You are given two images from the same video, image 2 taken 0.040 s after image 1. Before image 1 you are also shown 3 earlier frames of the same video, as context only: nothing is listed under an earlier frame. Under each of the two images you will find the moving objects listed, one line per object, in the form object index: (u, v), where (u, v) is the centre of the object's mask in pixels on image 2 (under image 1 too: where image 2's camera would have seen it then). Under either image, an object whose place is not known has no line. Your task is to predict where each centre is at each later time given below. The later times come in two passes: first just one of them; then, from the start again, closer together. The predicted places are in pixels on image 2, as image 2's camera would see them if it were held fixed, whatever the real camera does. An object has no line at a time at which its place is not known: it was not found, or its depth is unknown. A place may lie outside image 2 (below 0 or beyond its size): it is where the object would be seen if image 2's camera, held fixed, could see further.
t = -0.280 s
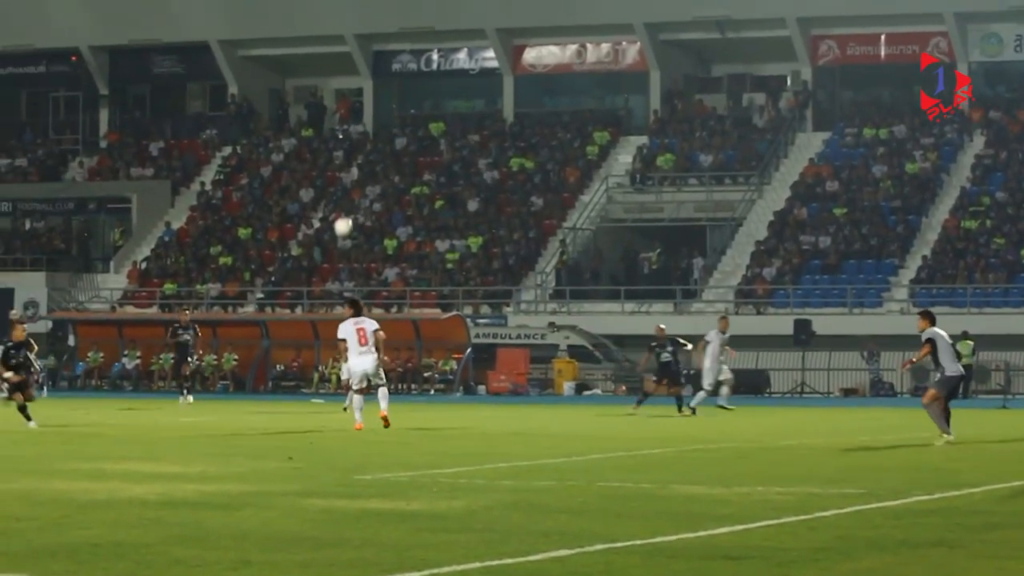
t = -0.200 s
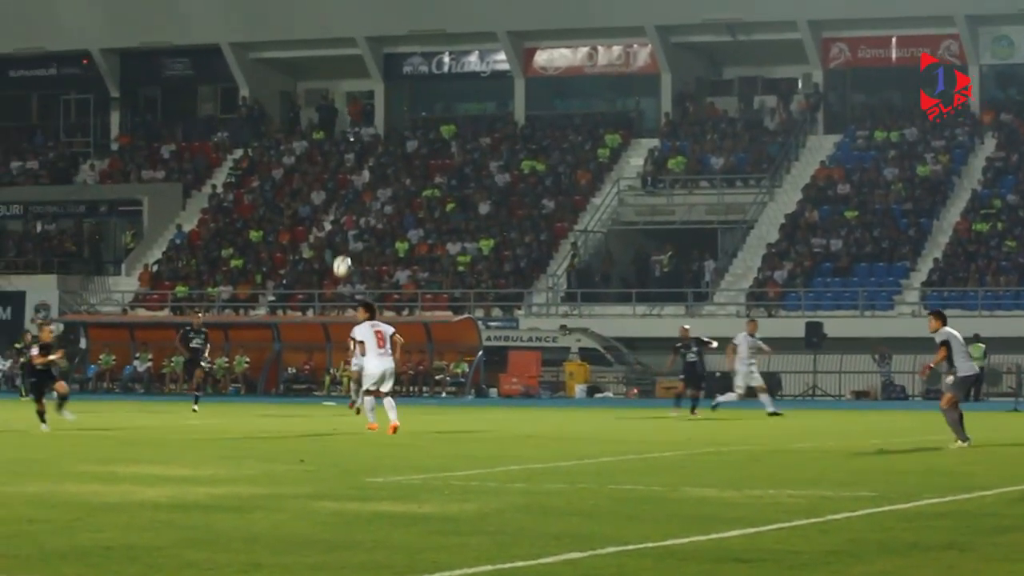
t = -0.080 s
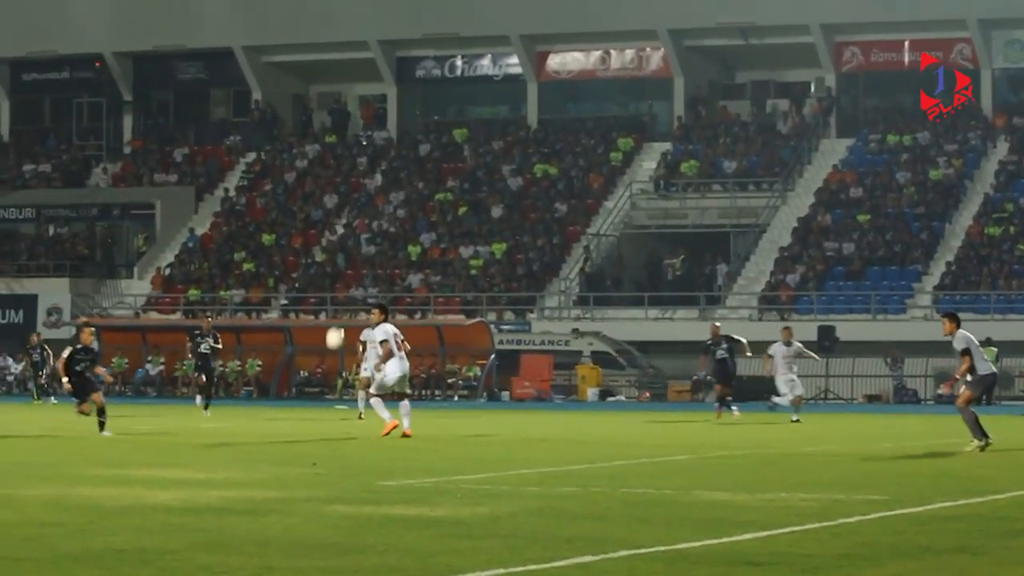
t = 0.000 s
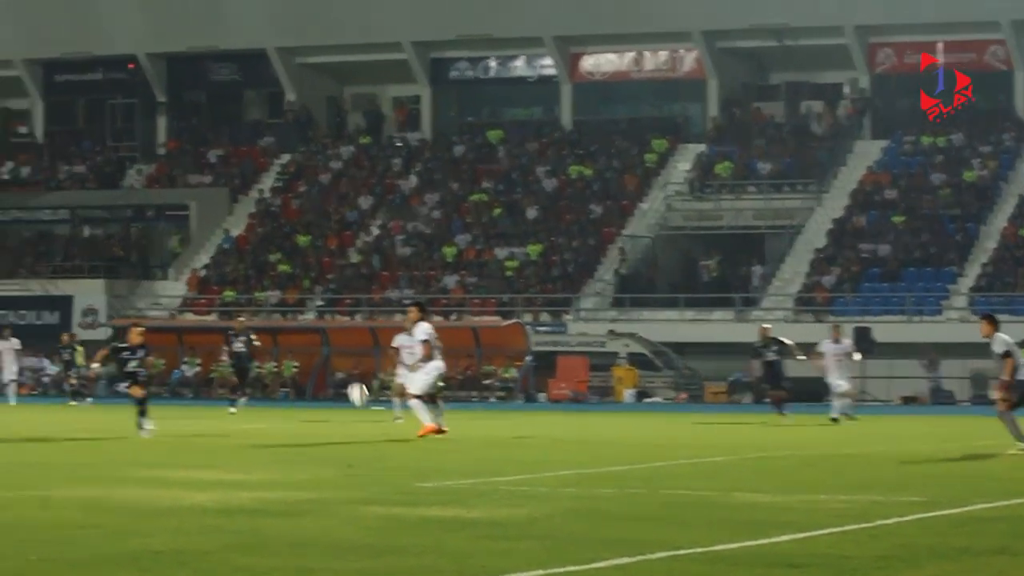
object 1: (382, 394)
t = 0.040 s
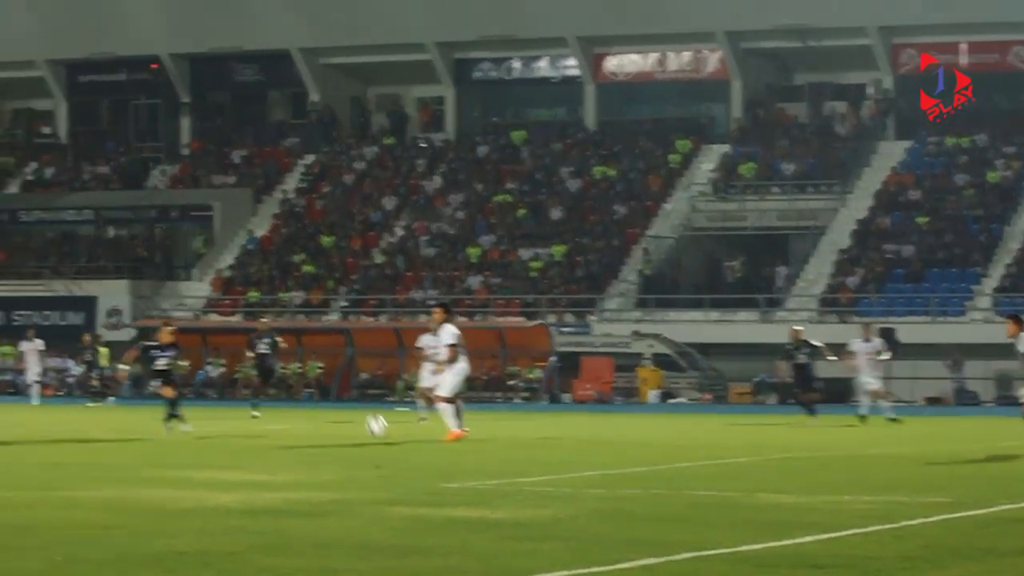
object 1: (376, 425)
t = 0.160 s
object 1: (360, 387)
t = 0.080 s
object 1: (371, 427)
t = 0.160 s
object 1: (360, 387)
